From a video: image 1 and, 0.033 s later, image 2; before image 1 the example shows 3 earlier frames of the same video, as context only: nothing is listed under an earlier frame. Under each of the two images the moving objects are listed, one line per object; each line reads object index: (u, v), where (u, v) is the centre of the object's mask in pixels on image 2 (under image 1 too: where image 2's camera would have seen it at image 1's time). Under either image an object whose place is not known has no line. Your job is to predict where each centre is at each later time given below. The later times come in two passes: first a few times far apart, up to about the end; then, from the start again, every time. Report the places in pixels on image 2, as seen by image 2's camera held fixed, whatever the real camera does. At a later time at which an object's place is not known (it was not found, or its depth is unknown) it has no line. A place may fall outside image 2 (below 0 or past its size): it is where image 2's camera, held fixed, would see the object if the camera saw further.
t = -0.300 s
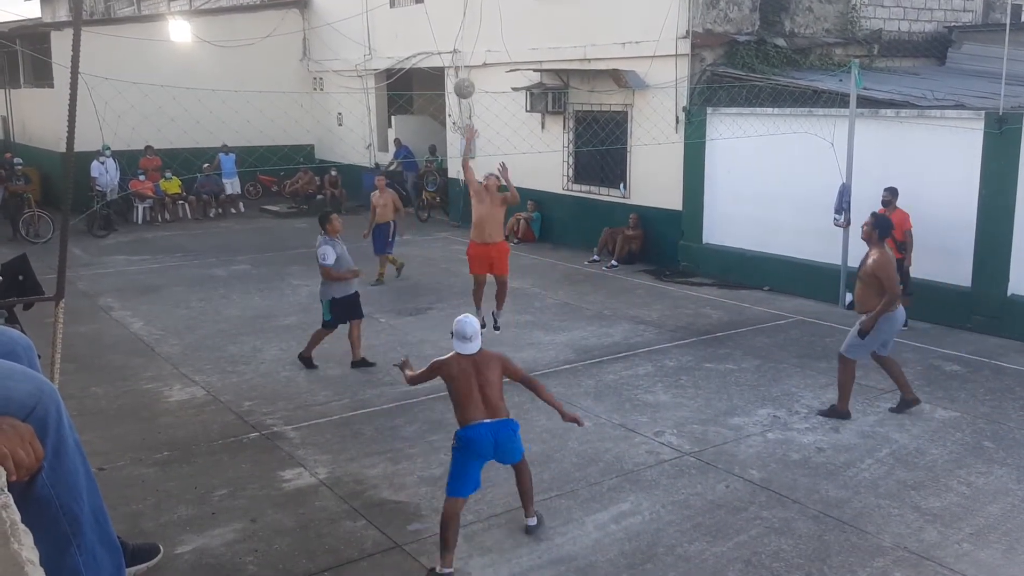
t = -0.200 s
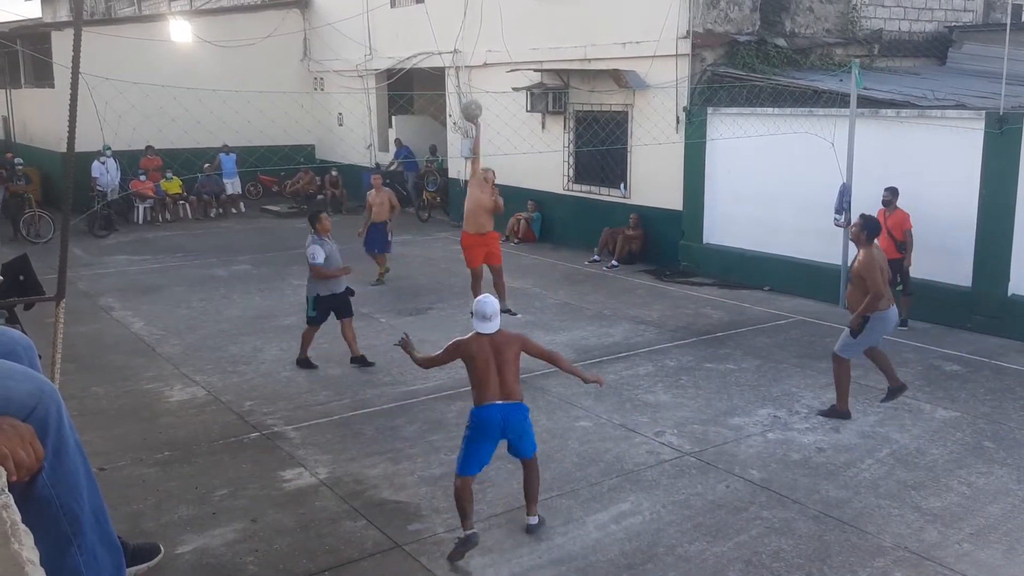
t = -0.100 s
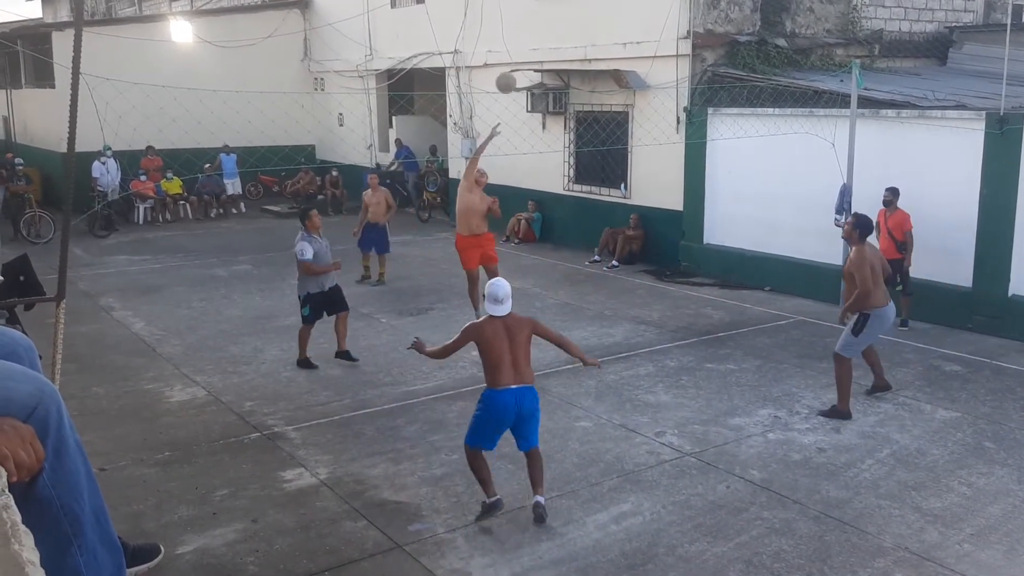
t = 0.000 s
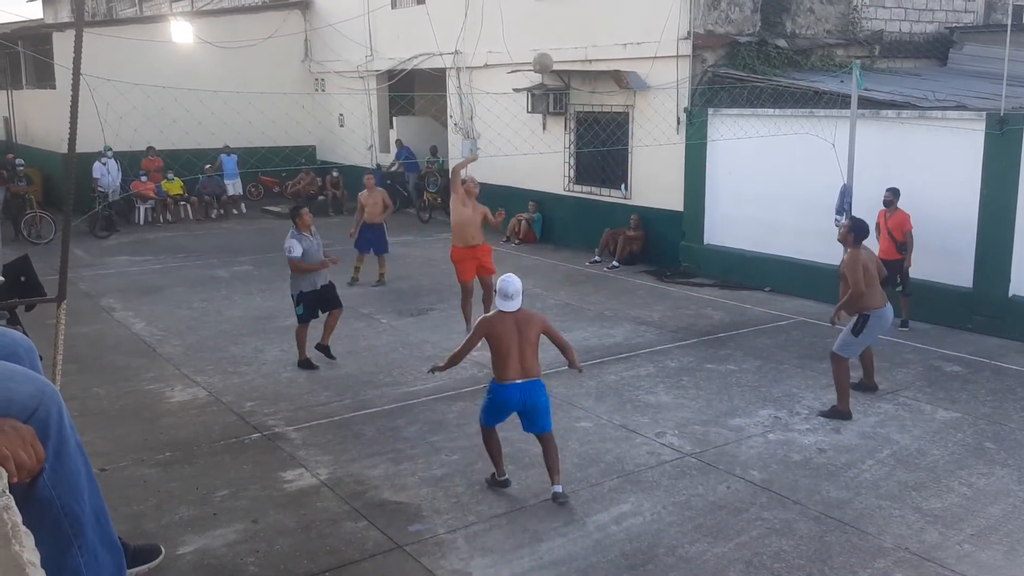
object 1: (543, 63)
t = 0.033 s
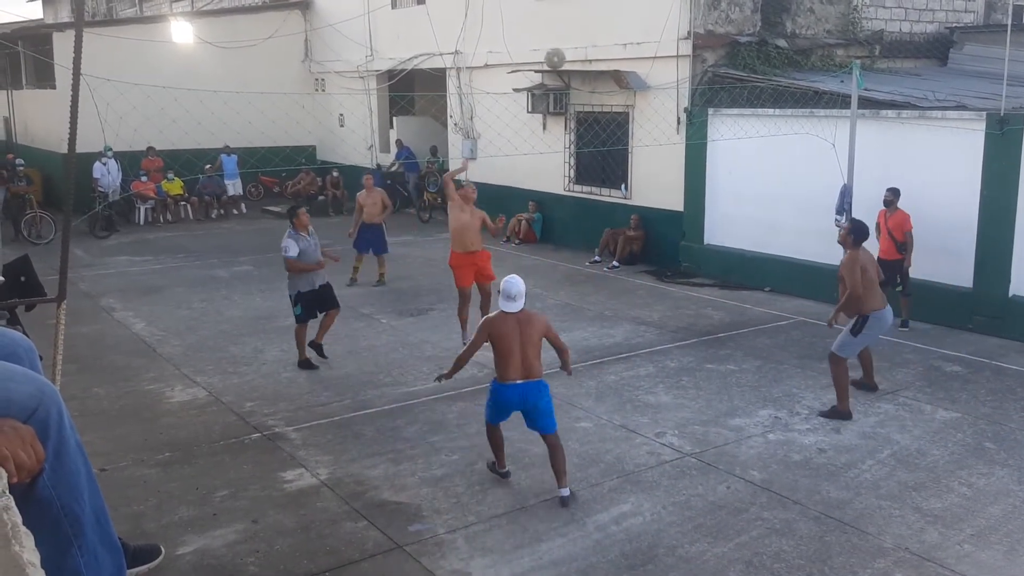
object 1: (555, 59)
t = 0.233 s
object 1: (628, 54)
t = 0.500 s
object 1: (722, 108)
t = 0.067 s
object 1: (567, 55)
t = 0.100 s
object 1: (579, 53)
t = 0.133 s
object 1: (591, 51)
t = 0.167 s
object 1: (603, 51)
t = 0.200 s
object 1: (616, 52)
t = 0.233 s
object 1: (628, 54)
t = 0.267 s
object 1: (639, 57)
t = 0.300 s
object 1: (652, 61)
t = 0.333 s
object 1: (663, 67)
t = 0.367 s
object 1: (675, 73)
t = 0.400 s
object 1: (687, 80)
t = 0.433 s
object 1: (699, 90)
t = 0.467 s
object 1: (710, 98)
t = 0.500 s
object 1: (722, 108)
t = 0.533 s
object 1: (733, 120)
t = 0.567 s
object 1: (745, 132)
